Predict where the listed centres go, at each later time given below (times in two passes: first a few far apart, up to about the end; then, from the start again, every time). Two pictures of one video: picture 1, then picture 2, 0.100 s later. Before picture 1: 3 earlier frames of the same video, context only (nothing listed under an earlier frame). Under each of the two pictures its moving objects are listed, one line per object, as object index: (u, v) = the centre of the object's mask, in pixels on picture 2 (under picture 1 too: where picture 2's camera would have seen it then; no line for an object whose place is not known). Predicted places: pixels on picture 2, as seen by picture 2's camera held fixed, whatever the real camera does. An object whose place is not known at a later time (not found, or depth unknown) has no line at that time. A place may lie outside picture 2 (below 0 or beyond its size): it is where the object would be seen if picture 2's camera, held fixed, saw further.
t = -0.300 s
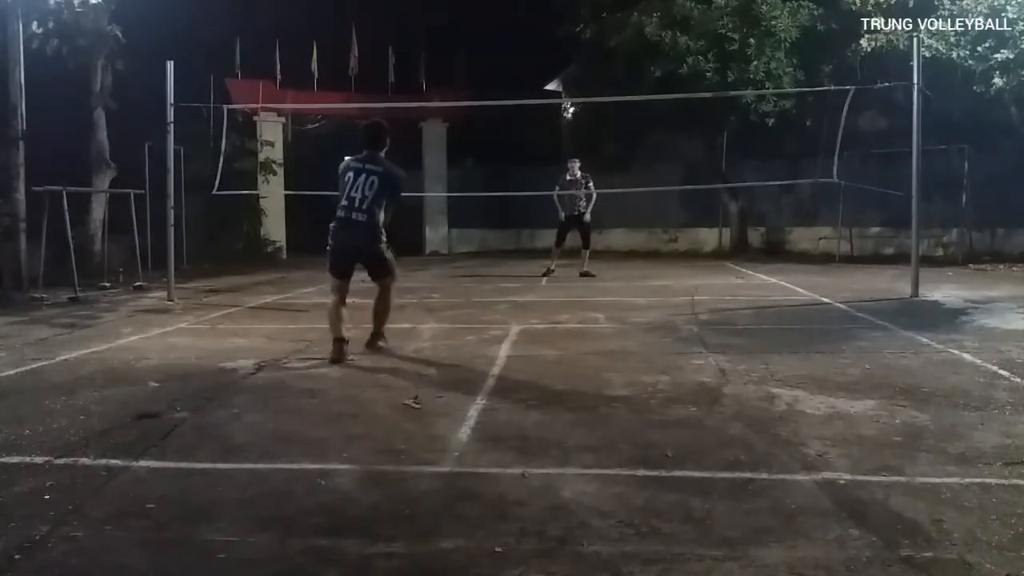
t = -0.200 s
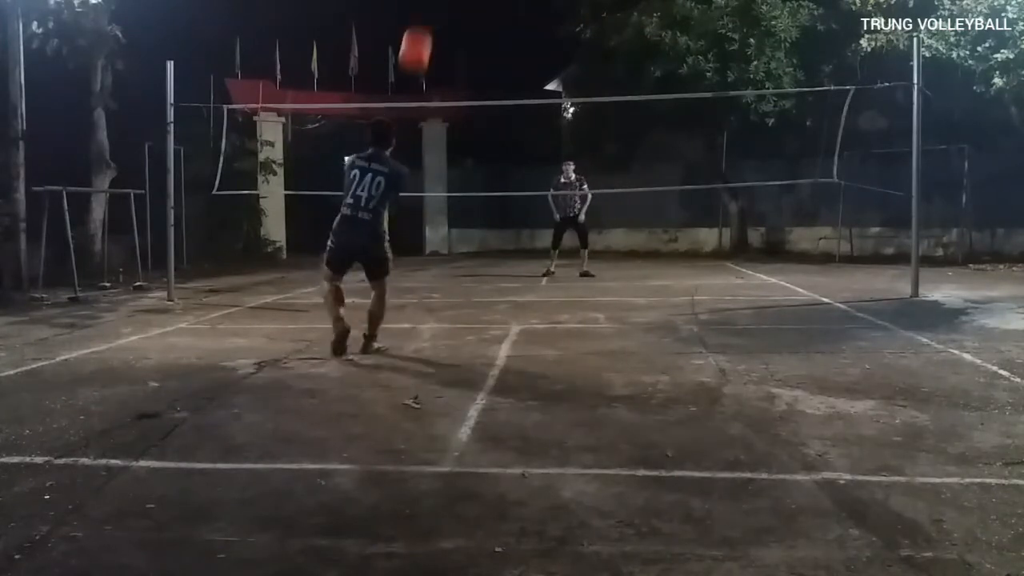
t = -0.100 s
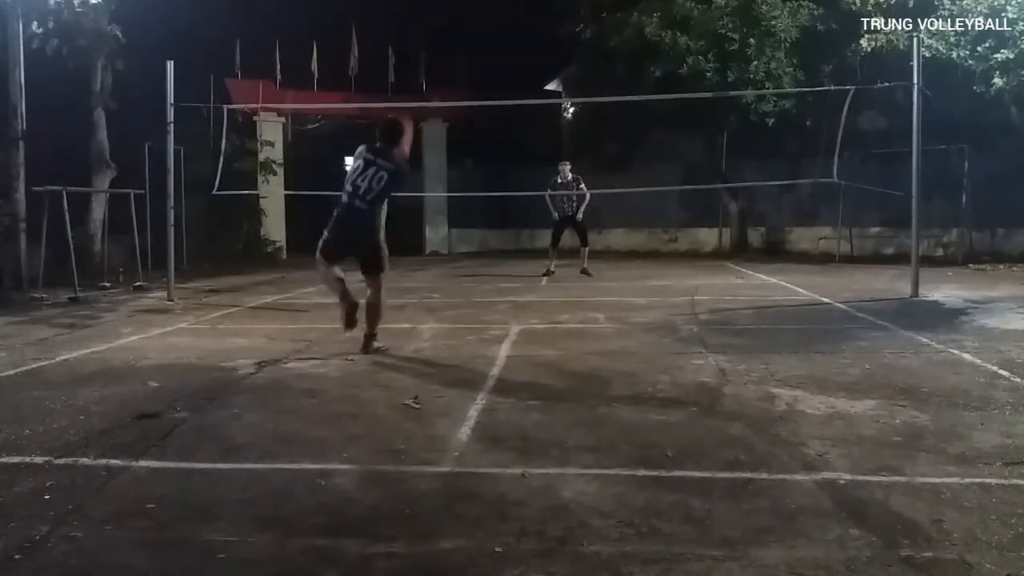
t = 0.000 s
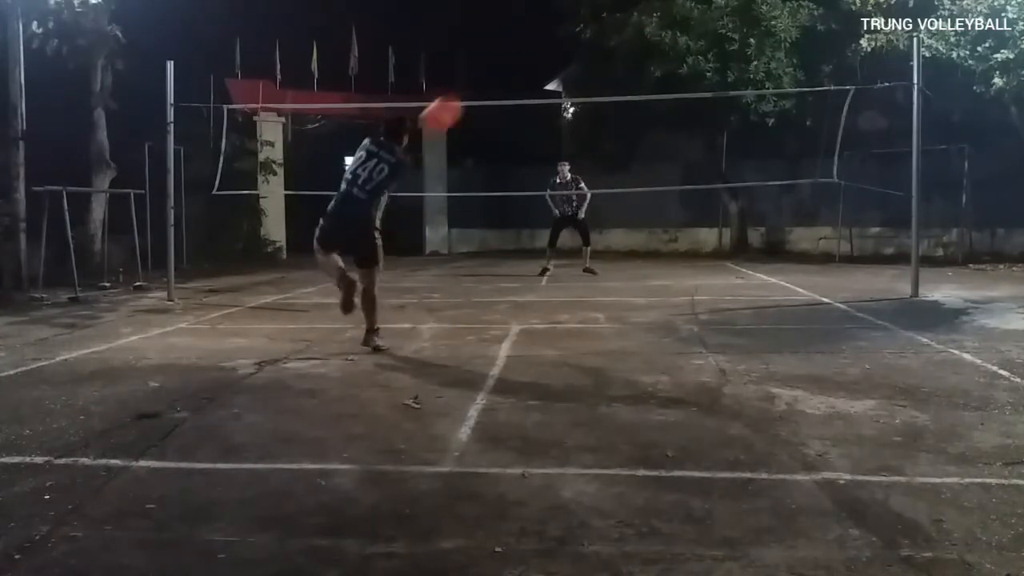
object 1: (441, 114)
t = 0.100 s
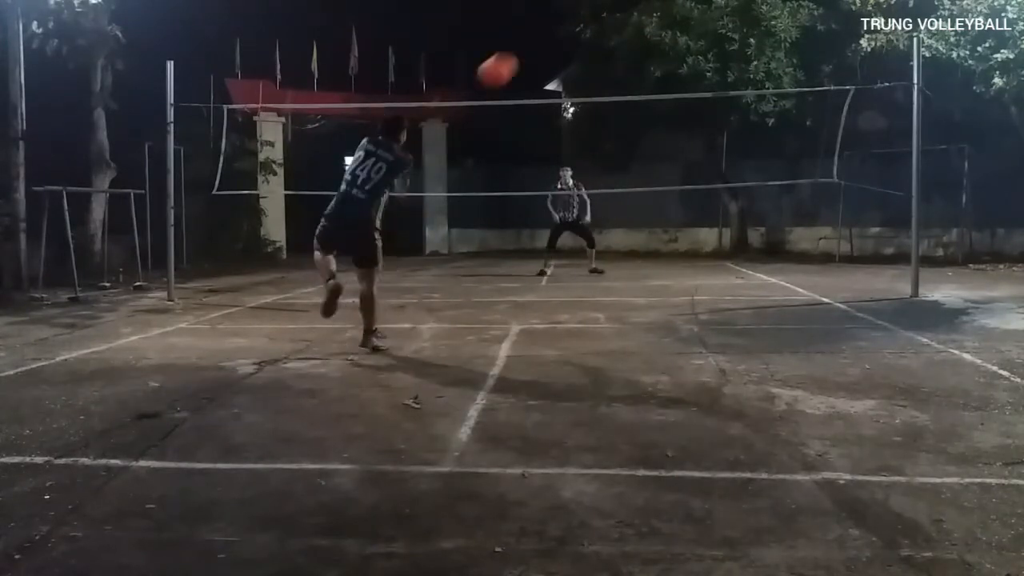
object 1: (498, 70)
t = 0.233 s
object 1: (565, 31)
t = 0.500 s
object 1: (674, 23)
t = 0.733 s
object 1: (747, 75)
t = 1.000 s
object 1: (808, 64)
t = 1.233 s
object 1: (861, 74)
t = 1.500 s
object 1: (918, 152)
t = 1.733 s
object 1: (960, 278)
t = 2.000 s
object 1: (1013, 191)
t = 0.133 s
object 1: (515, 58)
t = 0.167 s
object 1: (532, 47)
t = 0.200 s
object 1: (548, 38)
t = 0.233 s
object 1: (565, 31)
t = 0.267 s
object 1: (579, 25)
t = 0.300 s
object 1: (595, 21)
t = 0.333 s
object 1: (609, 18)
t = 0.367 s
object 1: (623, 17)
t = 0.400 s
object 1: (636, 16)
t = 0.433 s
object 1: (649, 17)
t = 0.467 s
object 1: (661, 19)
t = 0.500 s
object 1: (674, 23)
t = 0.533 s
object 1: (686, 27)
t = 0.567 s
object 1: (697, 33)
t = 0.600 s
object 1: (708, 39)
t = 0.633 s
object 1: (719, 47)
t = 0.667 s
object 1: (728, 55)
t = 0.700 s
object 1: (738, 64)
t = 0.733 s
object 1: (747, 75)
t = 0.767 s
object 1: (755, 86)
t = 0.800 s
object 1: (762, 89)
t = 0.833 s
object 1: (770, 87)
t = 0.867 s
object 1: (778, 81)
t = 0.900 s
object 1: (786, 75)
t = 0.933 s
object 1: (793, 71)
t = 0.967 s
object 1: (801, 67)
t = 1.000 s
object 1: (808, 64)
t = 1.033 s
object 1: (816, 62)
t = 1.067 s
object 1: (823, 62)
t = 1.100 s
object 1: (830, 62)
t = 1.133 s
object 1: (838, 63)
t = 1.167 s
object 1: (845, 65)
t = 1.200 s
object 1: (853, 69)
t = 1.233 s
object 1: (861, 74)
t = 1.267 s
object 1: (868, 79)
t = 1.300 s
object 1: (875, 87)
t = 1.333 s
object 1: (883, 95)
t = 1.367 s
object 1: (890, 104)
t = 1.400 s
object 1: (897, 114)
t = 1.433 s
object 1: (903, 126)
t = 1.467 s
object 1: (911, 138)
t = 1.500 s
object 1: (918, 152)
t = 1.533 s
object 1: (925, 167)
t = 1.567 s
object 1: (932, 184)
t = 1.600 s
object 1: (937, 200)
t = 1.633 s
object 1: (943, 217)
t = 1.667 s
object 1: (948, 237)
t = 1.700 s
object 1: (955, 258)
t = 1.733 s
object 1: (960, 278)
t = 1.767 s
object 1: (968, 288)
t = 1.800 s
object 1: (974, 273)
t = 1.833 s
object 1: (981, 257)
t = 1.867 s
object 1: (988, 241)
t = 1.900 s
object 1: (995, 226)
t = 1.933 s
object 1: (1002, 214)
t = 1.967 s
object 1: (1009, 202)
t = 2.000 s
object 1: (1013, 191)
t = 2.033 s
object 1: (1016, 180)
